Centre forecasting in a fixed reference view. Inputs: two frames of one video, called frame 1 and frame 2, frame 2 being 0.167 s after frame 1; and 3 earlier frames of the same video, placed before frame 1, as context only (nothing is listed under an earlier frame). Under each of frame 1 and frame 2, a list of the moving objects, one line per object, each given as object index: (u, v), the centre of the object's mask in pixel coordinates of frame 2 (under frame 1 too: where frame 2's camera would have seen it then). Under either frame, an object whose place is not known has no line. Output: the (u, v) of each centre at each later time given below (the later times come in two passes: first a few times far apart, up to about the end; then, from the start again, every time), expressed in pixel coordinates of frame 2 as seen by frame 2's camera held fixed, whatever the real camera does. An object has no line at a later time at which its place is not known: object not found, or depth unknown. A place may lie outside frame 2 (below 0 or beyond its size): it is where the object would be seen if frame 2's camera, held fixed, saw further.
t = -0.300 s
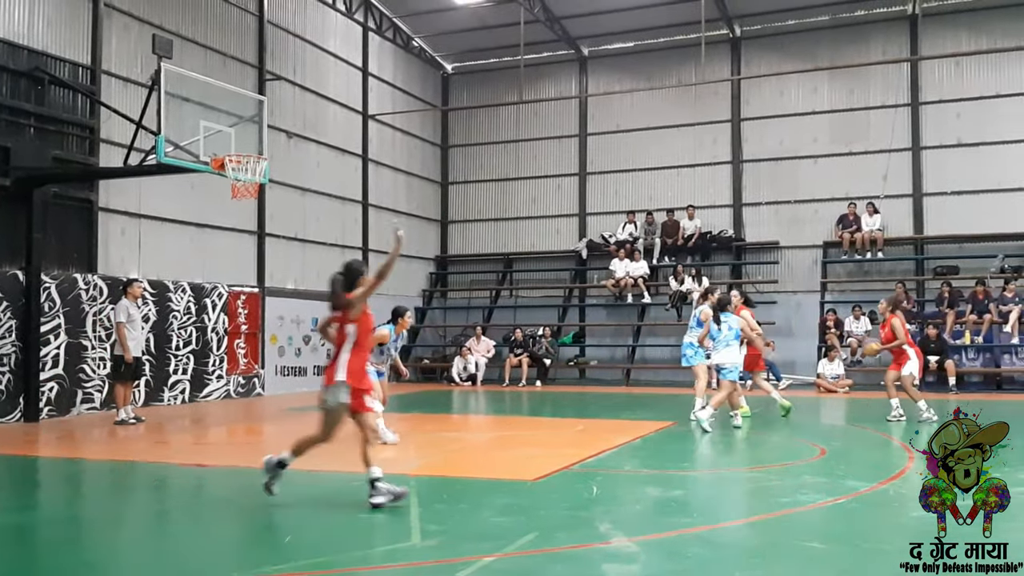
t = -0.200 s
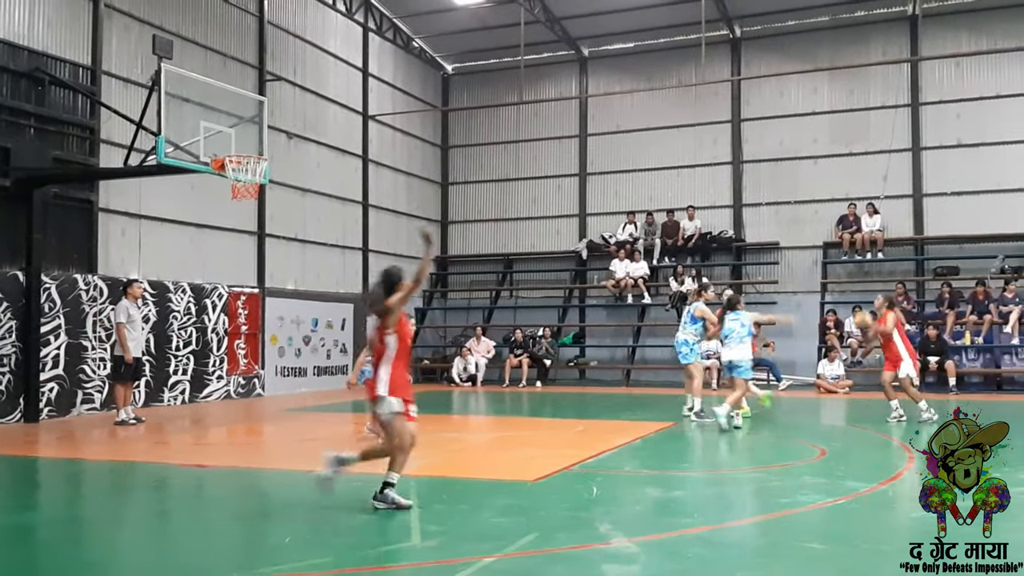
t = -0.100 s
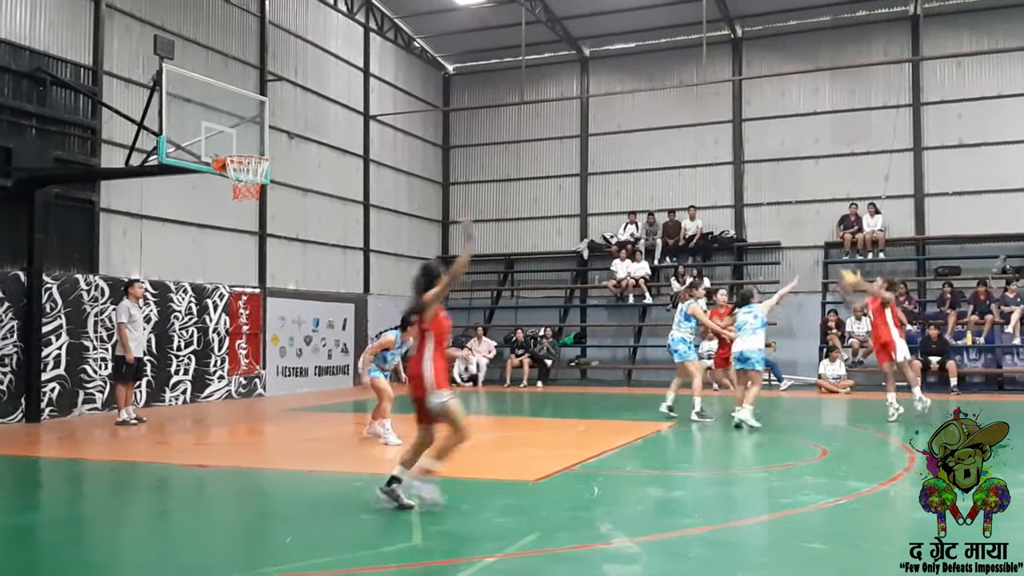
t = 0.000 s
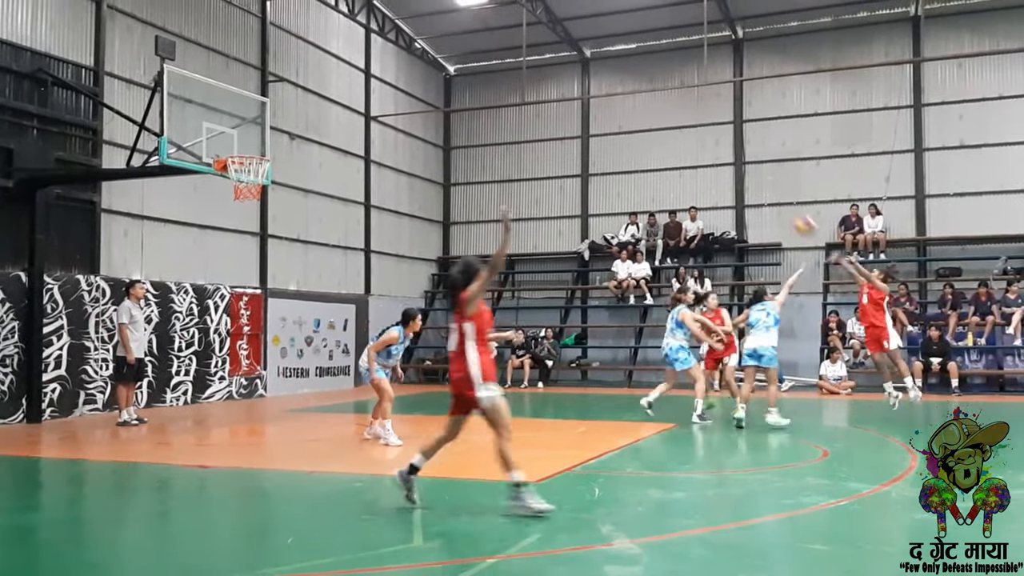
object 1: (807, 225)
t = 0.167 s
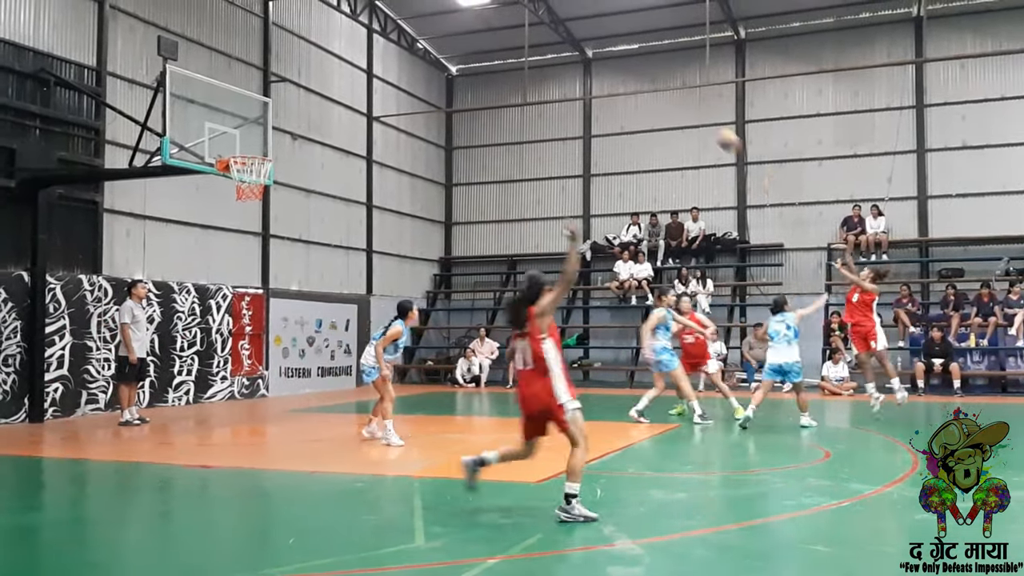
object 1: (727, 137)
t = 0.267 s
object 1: (684, 96)
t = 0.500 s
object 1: (577, 35)
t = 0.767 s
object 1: (453, 11)
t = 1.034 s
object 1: (328, 50)
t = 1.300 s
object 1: (228, 137)
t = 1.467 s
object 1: (246, 140)
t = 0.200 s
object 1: (713, 122)
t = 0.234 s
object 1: (699, 109)
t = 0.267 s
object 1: (684, 96)
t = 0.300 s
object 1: (670, 85)
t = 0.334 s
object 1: (652, 77)
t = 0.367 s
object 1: (637, 66)
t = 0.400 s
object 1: (621, 58)
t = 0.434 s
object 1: (606, 48)
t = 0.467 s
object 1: (591, 41)
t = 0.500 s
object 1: (577, 35)
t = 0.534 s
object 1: (560, 29)
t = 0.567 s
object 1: (545, 23)
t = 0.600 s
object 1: (529, 19)
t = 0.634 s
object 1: (512, 16)
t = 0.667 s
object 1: (498, 13)
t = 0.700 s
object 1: (484, 11)
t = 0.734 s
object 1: (469, 12)
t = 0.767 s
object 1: (453, 11)
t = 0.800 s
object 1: (439, 12)
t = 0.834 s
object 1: (421, 10)
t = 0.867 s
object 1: (407, 16)
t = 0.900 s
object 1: (392, 21)
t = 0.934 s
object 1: (377, 26)
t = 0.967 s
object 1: (361, 33)
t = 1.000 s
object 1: (345, 42)
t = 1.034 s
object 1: (328, 50)
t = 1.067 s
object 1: (312, 60)
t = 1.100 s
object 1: (295, 70)
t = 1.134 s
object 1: (277, 80)
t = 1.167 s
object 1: (262, 90)
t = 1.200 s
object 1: (244, 105)
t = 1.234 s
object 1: (228, 115)
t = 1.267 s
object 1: (221, 127)
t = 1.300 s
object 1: (228, 137)
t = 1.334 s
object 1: (233, 146)
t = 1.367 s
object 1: (237, 143)
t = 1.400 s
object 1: (239, 142)
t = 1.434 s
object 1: (243, 140)
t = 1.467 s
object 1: (246, 140)
